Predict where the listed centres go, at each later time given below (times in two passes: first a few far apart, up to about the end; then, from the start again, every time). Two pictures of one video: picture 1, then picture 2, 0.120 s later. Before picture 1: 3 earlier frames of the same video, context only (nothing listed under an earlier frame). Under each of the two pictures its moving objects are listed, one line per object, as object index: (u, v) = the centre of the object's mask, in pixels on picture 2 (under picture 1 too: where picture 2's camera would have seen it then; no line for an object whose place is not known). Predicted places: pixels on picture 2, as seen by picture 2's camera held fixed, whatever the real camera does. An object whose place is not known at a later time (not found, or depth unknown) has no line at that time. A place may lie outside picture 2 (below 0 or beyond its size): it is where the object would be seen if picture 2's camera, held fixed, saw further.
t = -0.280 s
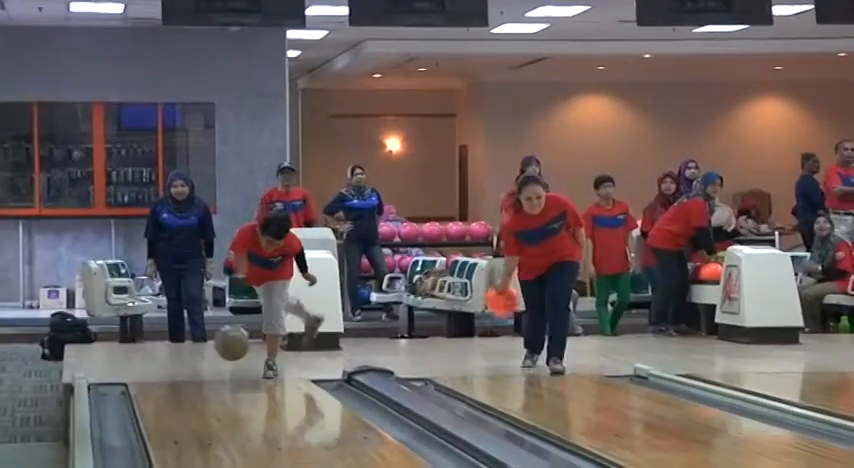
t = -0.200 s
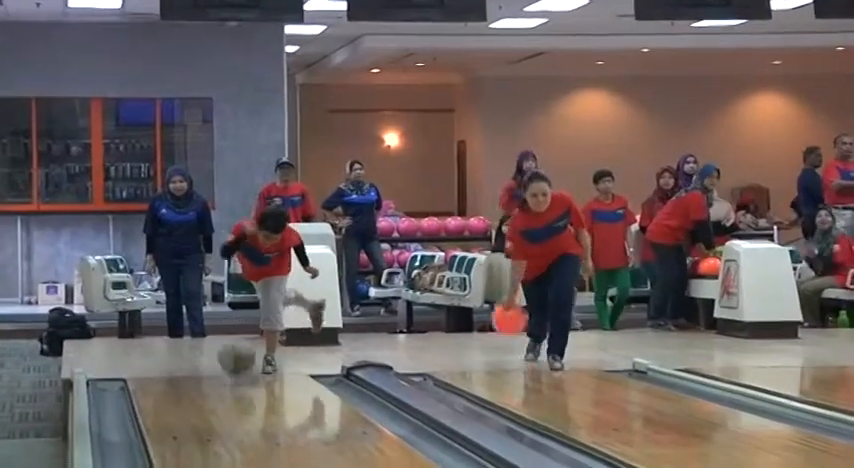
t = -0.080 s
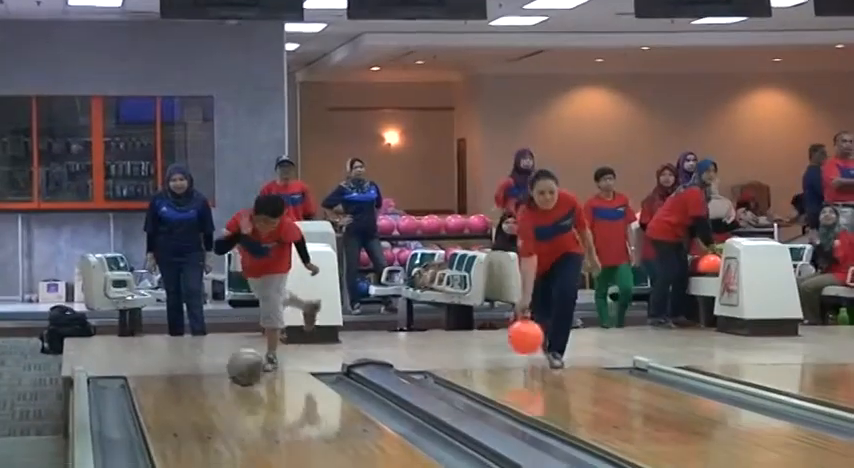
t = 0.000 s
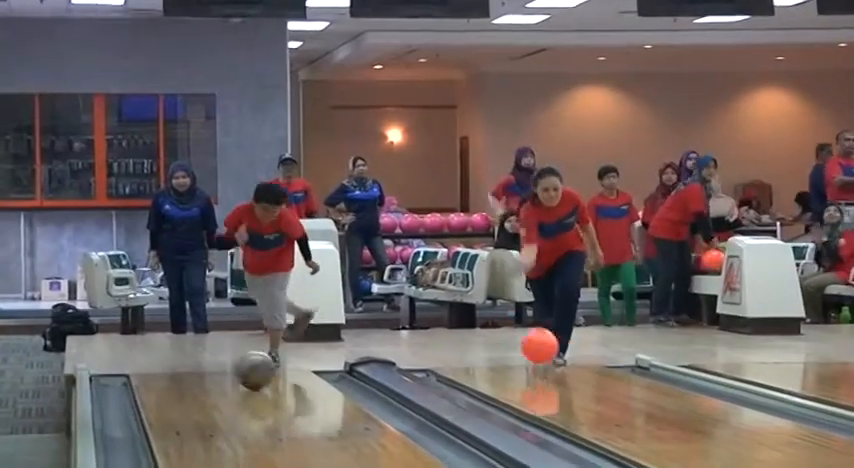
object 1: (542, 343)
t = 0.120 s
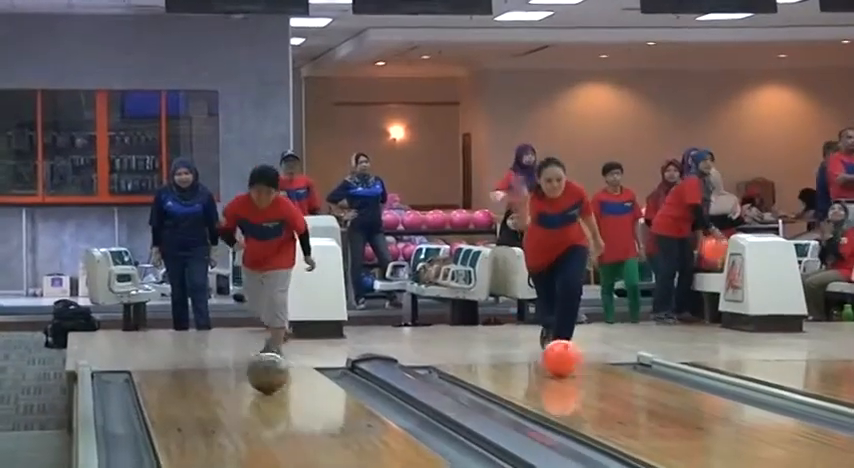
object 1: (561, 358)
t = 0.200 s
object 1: (573, 363)
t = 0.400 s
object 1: (611, 376)
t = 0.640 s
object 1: (665, 394)
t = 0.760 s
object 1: (697, 405)
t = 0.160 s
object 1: (567, 361)
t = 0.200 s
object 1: (573, 363)
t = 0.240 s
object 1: (581, 366)
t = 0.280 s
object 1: (588, 369)
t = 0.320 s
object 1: (596, 371)
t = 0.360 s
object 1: (604, 374)
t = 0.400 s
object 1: (611, 376)
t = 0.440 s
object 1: (620, 379)
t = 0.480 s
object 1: (628, 382)
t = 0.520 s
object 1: (636, 386)
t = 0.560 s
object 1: (646, 388)
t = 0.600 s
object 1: (655, 391)
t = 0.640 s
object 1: (665, 394)
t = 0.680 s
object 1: (674, 398)
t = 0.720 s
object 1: (686, 402)
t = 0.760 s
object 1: (697, 405)
